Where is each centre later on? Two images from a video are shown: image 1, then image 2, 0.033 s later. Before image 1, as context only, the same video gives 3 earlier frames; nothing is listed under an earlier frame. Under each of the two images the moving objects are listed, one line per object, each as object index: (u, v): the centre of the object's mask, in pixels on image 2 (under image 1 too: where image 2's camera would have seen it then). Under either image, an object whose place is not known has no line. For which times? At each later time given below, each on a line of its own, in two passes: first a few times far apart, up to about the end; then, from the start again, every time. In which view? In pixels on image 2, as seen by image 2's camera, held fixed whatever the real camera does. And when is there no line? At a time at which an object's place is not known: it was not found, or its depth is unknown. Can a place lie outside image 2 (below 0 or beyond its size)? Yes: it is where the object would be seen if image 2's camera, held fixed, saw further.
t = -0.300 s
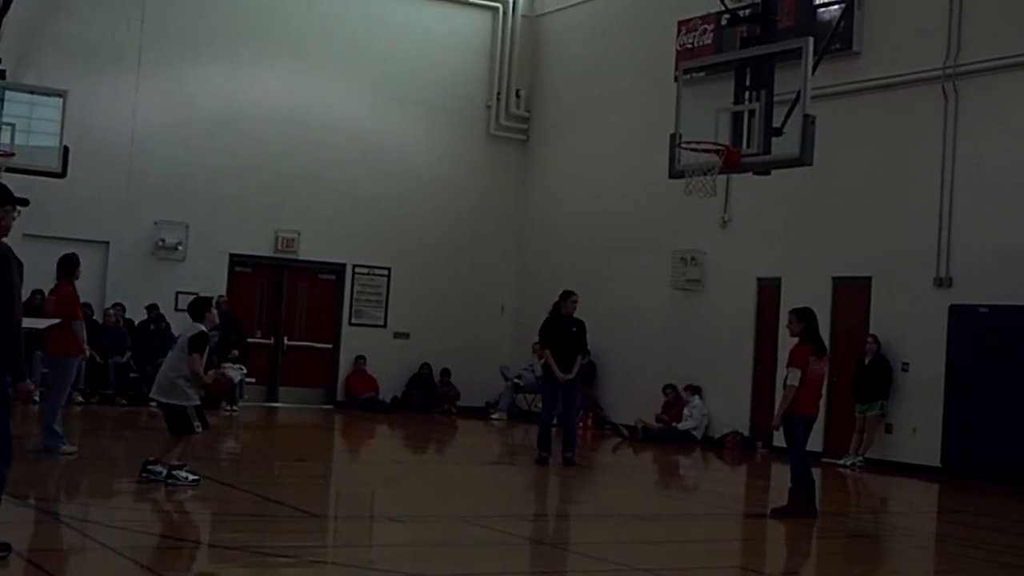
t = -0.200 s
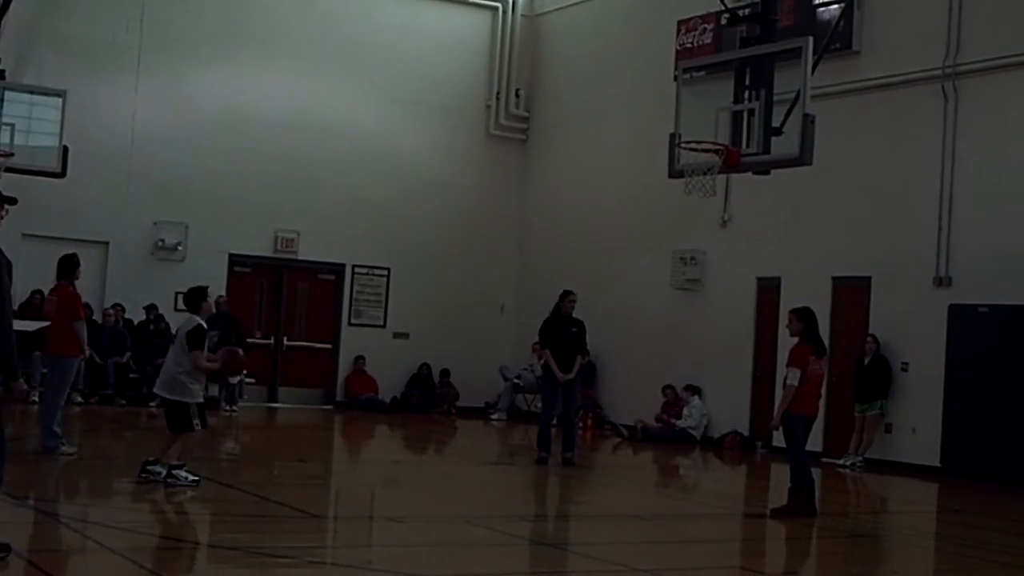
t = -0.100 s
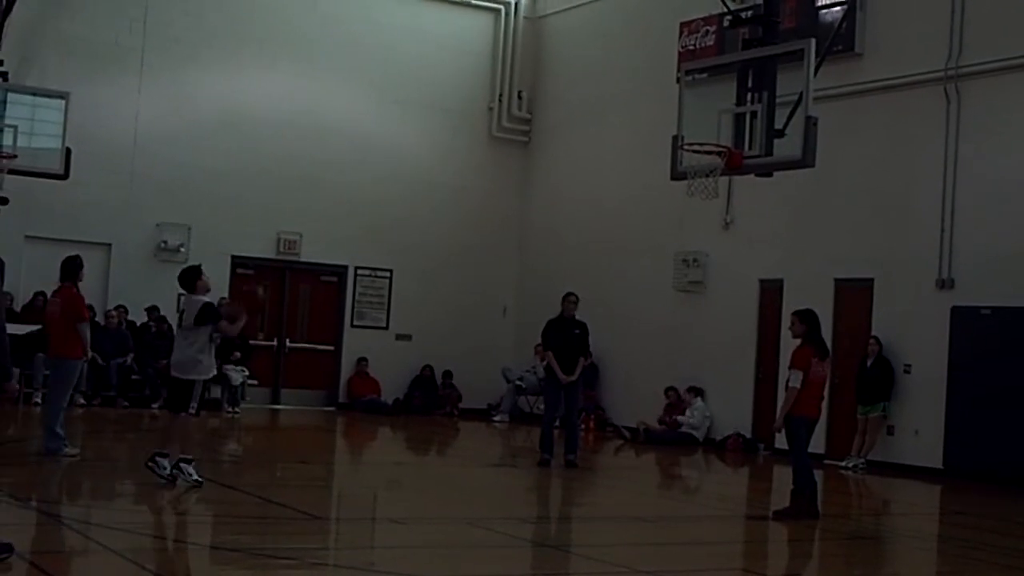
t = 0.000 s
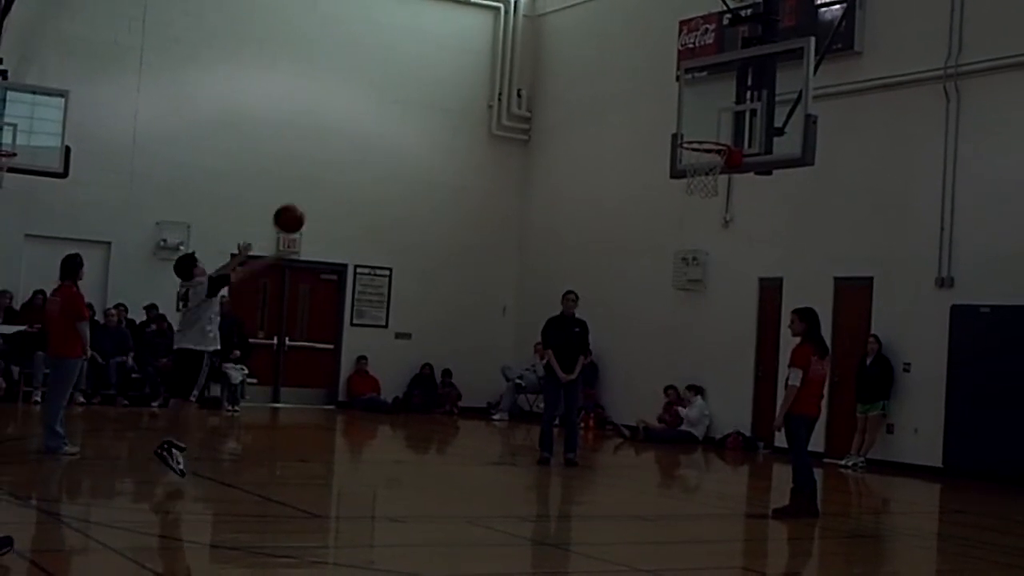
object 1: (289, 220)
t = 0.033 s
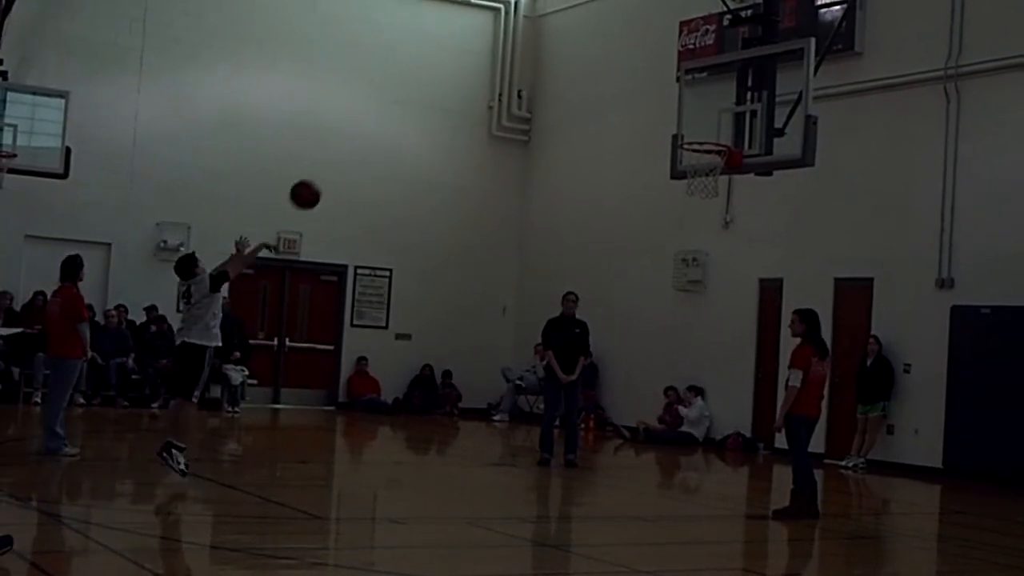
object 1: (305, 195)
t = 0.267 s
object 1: (409, 61)
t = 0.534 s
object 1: (511, 4)
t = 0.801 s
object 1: (598, 17)
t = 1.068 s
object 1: (675, 112)
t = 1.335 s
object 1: (711, 160)
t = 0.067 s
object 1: (321, 171)
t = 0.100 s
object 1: (336, 149)
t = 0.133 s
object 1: (351, 128)
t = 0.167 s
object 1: (366, 109)
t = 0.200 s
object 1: (381, 92)
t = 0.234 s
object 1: (395, 76)
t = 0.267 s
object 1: (409, 61)
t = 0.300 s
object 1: (423, 49)
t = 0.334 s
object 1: (436, 37)
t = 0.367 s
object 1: (449, 27)
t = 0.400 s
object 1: (462, 18)
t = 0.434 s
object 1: (474, 11)
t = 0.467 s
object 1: (487, 7)
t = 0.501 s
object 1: (499, 5)
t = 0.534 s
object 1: (511, 4)
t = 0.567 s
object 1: (523, 3)
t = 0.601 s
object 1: (534, 1)
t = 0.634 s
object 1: (545, 1)
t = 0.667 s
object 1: (556, 2)
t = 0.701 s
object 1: (567, 4)
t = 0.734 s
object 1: (577, 6)
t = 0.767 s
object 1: (588, 10)
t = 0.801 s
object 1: (598, 17)
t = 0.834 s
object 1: (609, 25)
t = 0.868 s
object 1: (619, 34)
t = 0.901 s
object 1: (629, 45)
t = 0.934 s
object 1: (637, 56)
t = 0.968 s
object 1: (647, 69)
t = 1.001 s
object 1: (656, 82)
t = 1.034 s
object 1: (665, 96)
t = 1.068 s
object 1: (675, 112)
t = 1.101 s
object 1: (684, 130)
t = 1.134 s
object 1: (691, 137)
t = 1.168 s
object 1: (698, 139)
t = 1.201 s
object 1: (705, 144)
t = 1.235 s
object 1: (712, 150)
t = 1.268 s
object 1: (715, 154)
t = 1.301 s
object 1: (713, 157)
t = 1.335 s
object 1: (711, 160)
